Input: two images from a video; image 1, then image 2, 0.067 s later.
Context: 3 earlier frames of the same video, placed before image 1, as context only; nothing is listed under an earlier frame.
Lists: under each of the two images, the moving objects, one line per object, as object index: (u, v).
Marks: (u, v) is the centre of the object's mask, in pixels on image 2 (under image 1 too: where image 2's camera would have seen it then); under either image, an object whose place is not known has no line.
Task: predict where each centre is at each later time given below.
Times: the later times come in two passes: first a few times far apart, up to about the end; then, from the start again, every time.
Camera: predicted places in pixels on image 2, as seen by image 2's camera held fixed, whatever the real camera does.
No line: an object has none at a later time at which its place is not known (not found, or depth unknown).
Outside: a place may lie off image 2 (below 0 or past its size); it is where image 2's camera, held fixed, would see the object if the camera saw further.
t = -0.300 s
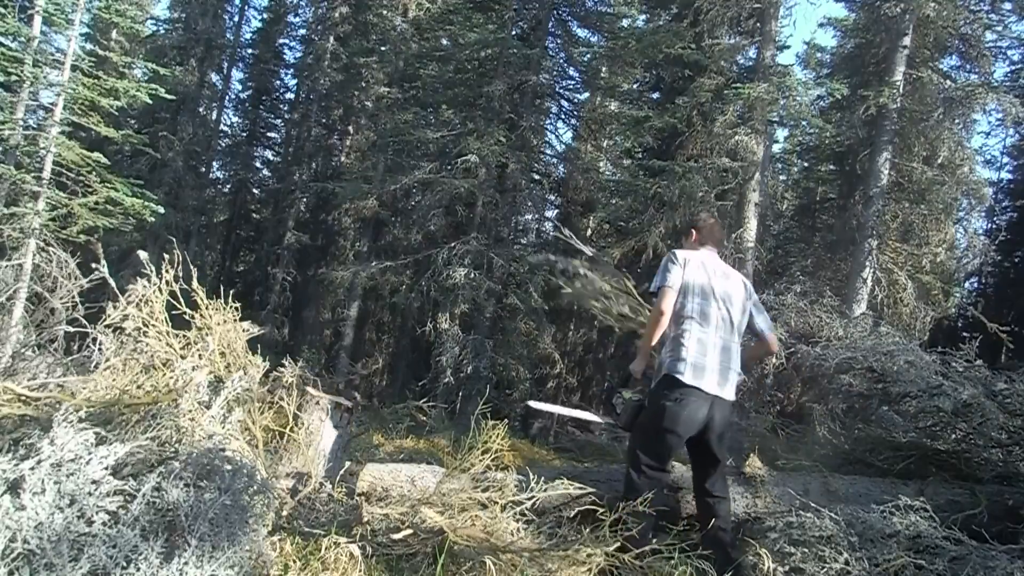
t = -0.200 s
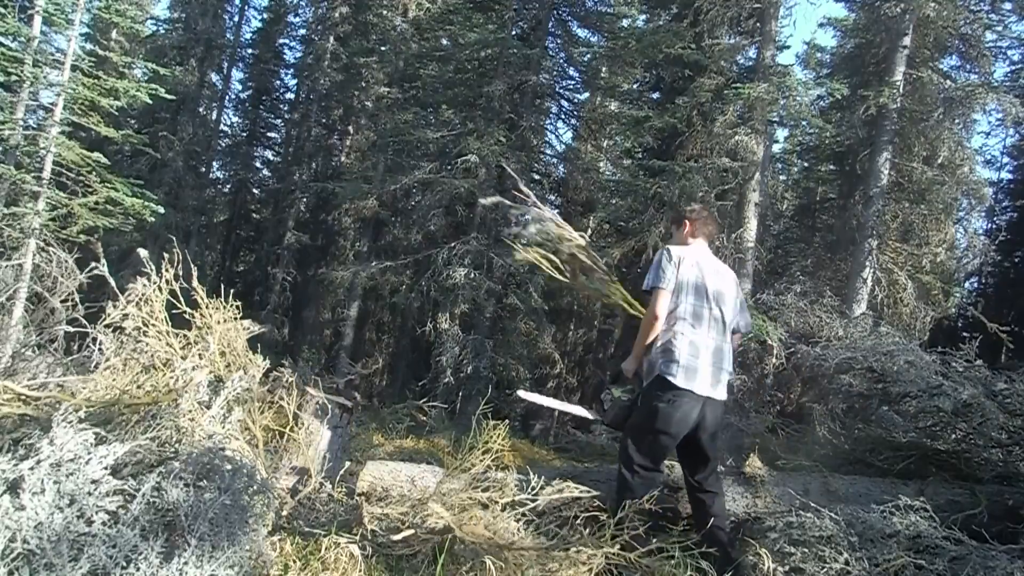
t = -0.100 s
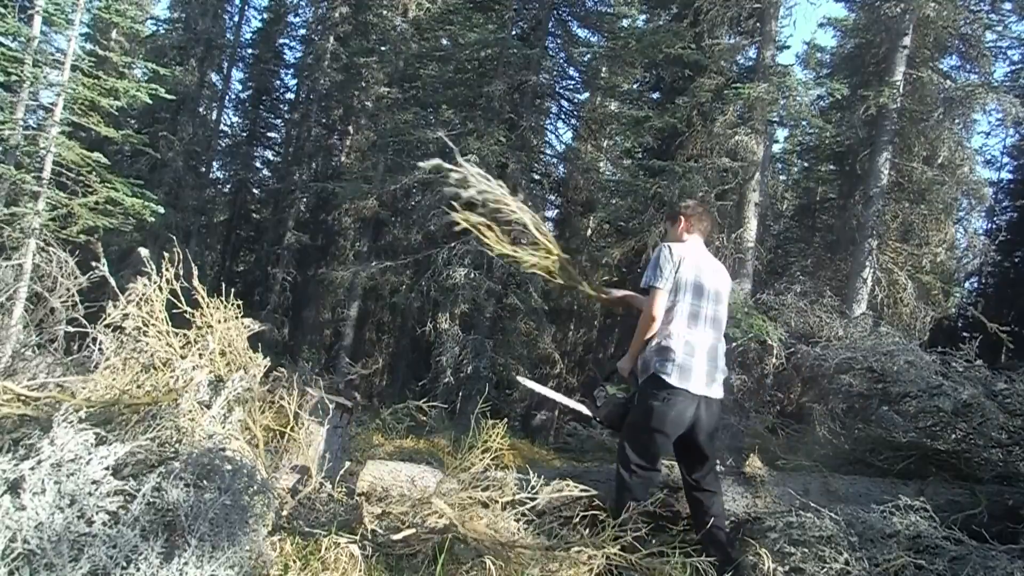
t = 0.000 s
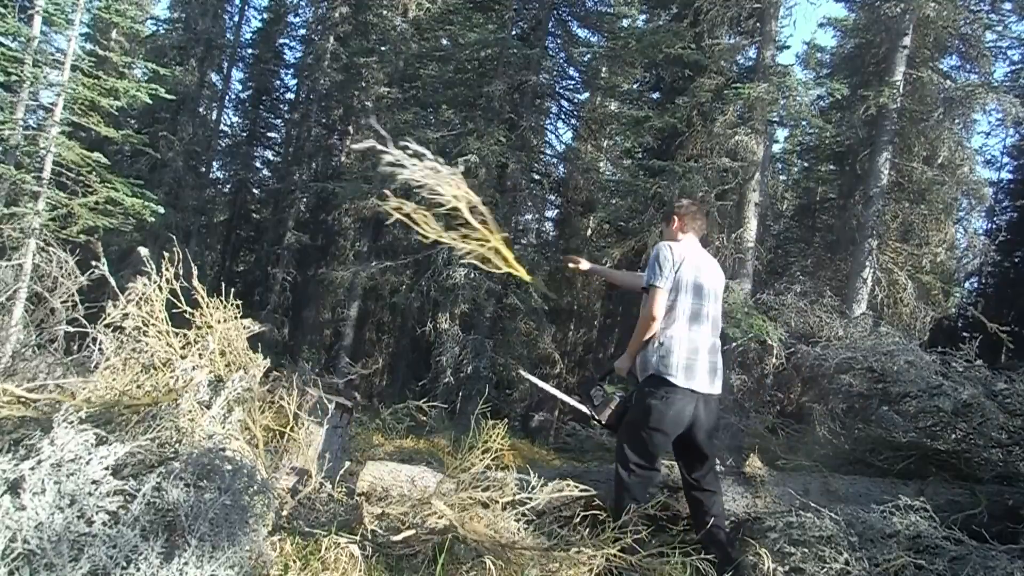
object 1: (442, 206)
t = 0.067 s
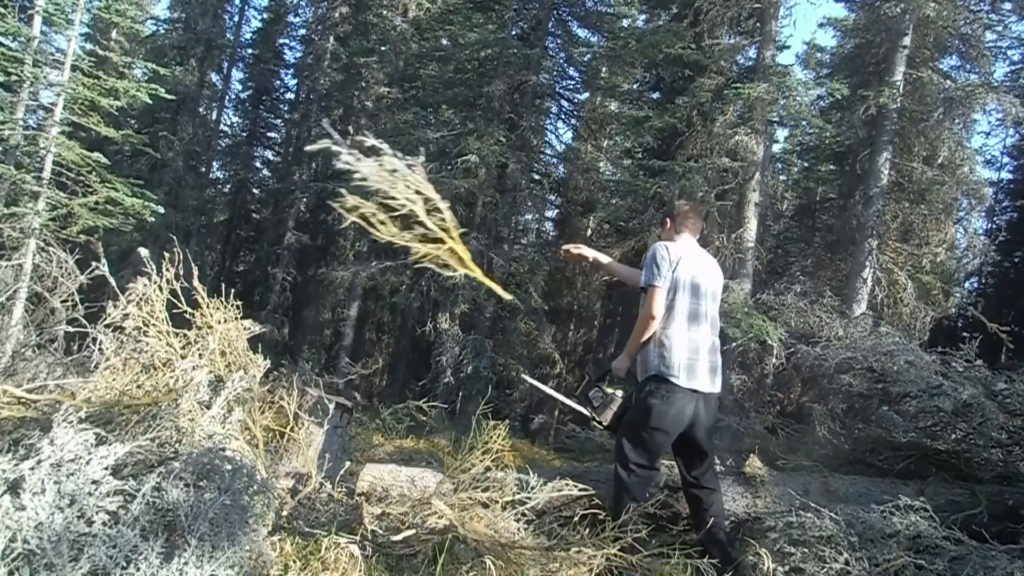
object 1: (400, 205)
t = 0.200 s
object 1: (315, 228)
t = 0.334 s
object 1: (230, 273)
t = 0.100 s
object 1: (381, 210)
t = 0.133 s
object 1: (359, 214)
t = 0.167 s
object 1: (337, 220)
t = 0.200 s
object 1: (315, 228)
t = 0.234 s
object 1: (293, 237)
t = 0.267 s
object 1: (272, 248)
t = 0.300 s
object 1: (251, 261)
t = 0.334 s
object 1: (230, 273)
